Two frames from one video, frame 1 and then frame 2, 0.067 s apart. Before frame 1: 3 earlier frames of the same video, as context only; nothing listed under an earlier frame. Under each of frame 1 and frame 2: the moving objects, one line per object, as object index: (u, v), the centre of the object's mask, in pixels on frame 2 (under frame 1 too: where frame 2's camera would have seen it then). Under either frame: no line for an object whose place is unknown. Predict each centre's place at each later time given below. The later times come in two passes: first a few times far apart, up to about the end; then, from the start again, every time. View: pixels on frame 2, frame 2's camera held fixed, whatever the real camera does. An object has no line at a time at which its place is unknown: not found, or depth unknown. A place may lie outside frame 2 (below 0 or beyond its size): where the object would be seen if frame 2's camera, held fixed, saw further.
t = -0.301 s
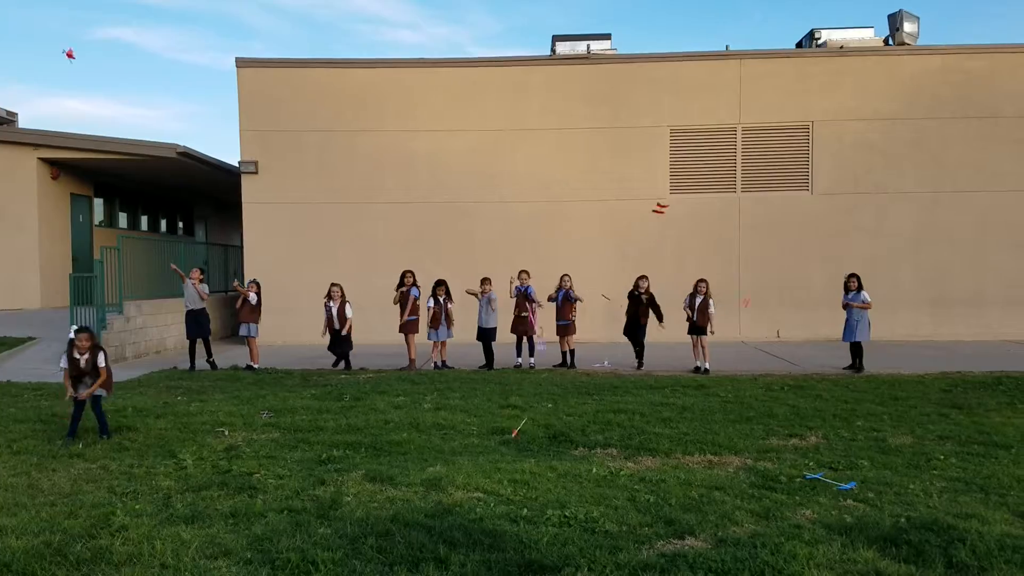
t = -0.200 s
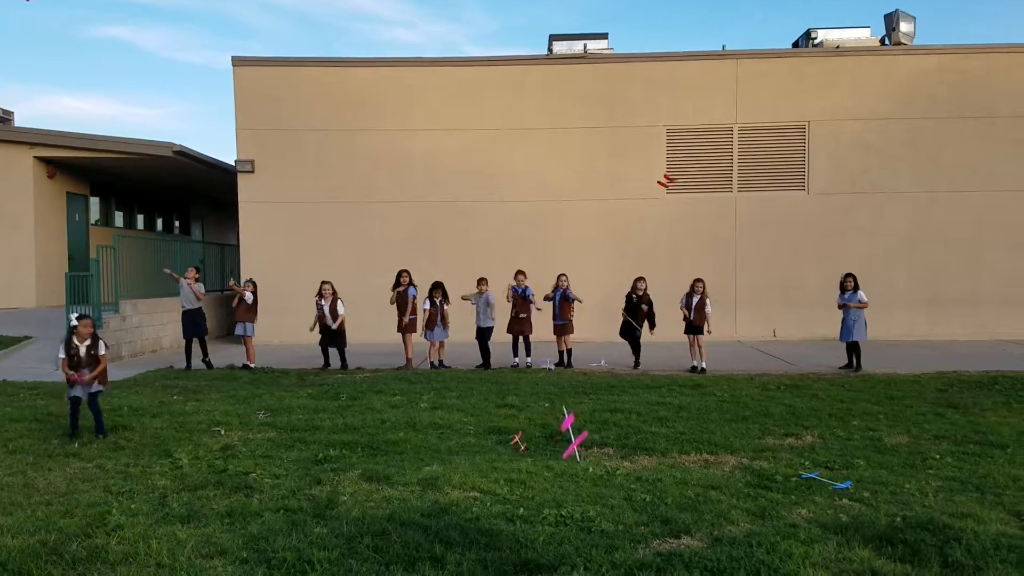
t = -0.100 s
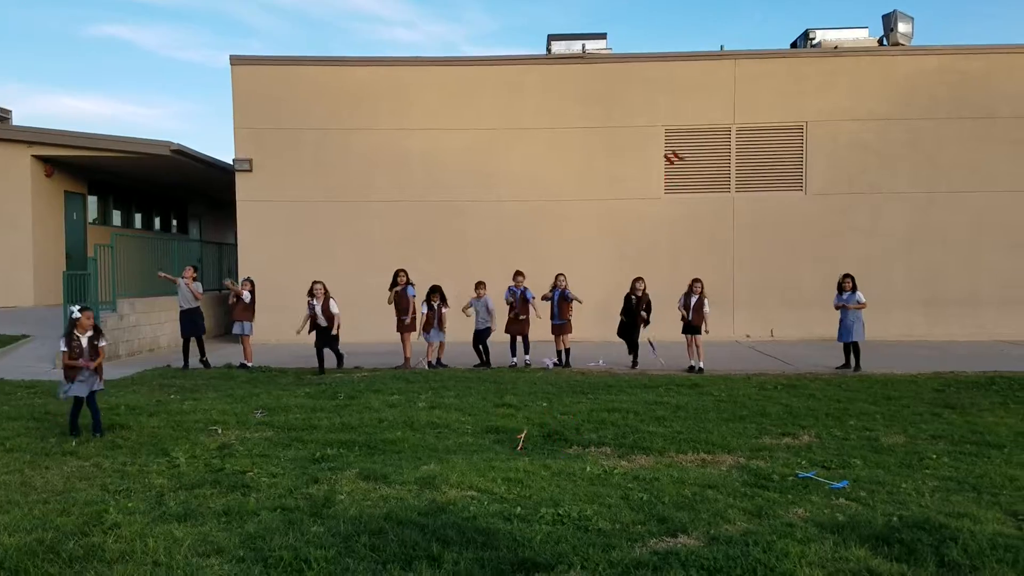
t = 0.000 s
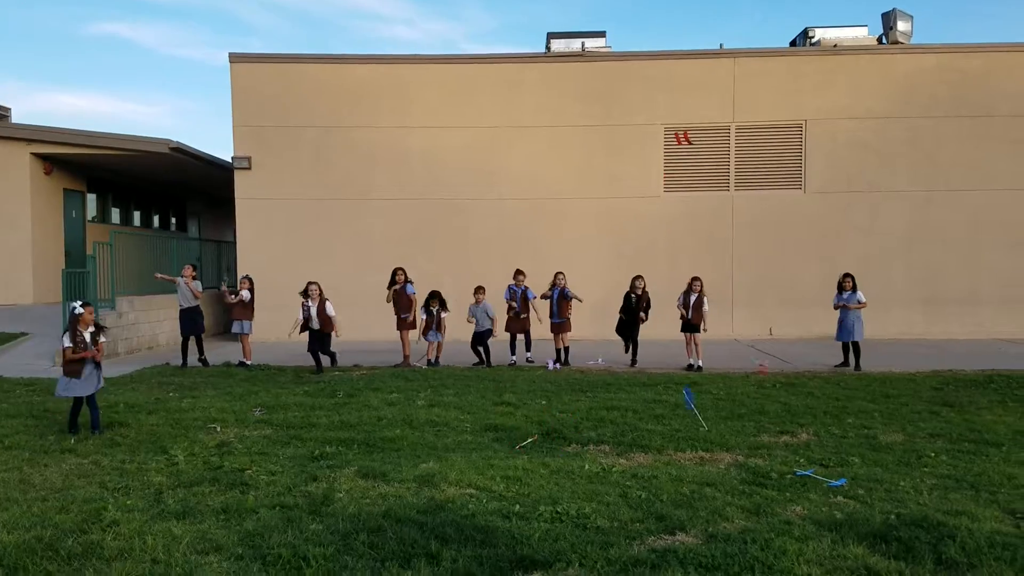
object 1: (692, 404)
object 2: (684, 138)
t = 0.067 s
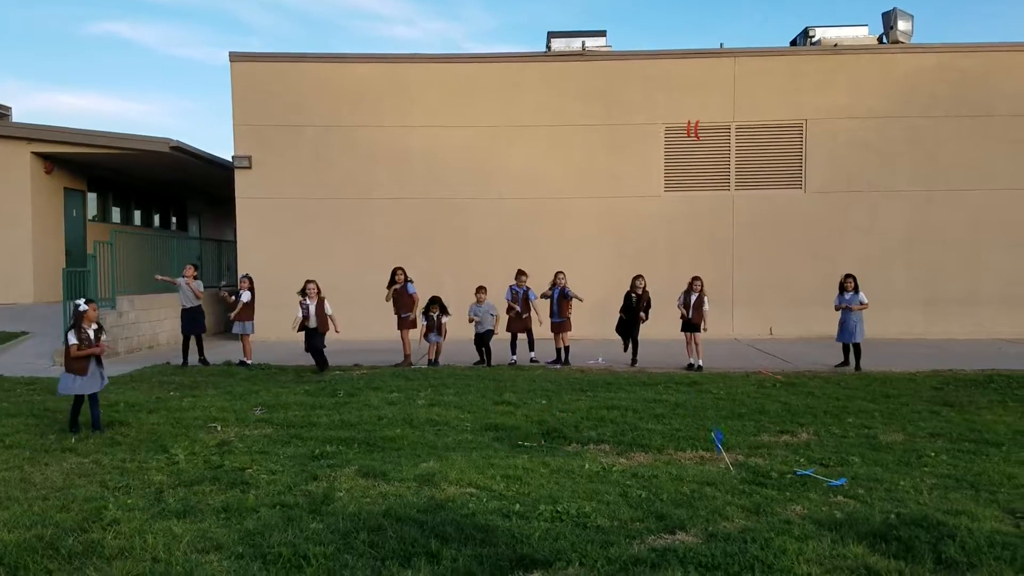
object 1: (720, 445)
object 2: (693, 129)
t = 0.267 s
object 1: (711, 412)
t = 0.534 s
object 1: (711, 427)
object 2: (787, 191)
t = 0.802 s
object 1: (736, 453)
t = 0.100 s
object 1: (718, 437)
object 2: (698, 126)
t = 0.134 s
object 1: (716, 429)
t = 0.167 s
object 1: (714, 422)
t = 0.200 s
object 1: (713, 417)
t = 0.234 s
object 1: (712, 413)
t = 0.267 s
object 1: (711, 412)
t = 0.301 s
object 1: (710, 412)
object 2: (741, 135)
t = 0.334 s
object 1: (709, 413)
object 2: (745, 139)
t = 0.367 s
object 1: (709, 415)
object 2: (753, 146)
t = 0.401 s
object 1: (707, 421)
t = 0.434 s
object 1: (707, 426)
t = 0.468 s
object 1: (708, 428)
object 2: (776, 168)
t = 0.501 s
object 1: (709, 428)
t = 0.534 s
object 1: (711, 427)
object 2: (787, 191)
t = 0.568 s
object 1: (713, 429)
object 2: (793, 202)
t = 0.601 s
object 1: (716, 430)
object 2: (799, 216)
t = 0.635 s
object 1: (719, 432)
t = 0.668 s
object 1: (722, 435)
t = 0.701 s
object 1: (726, 438)
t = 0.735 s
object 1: (729, 442)
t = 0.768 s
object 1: (733, 447)
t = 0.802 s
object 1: (736, 453)
